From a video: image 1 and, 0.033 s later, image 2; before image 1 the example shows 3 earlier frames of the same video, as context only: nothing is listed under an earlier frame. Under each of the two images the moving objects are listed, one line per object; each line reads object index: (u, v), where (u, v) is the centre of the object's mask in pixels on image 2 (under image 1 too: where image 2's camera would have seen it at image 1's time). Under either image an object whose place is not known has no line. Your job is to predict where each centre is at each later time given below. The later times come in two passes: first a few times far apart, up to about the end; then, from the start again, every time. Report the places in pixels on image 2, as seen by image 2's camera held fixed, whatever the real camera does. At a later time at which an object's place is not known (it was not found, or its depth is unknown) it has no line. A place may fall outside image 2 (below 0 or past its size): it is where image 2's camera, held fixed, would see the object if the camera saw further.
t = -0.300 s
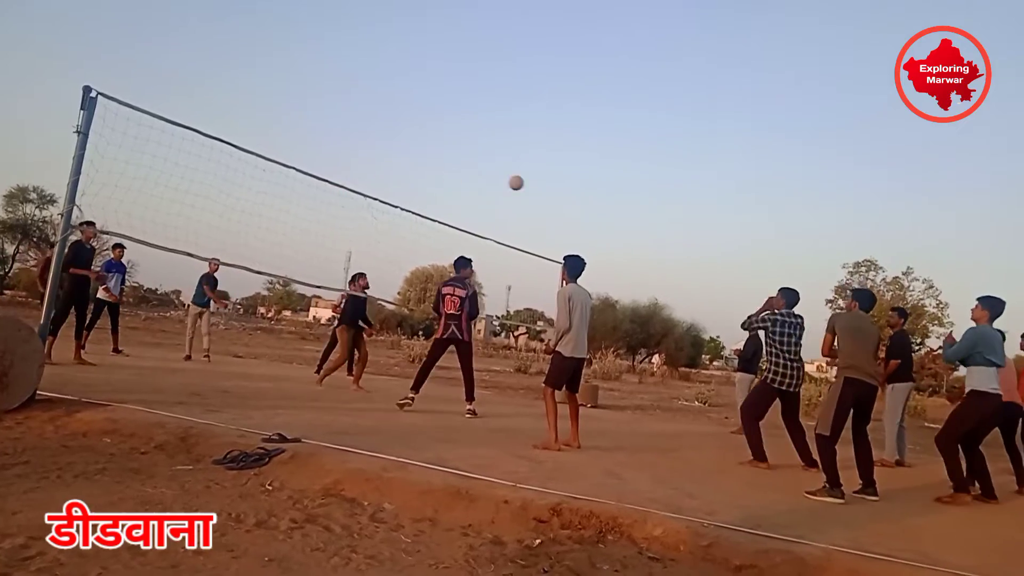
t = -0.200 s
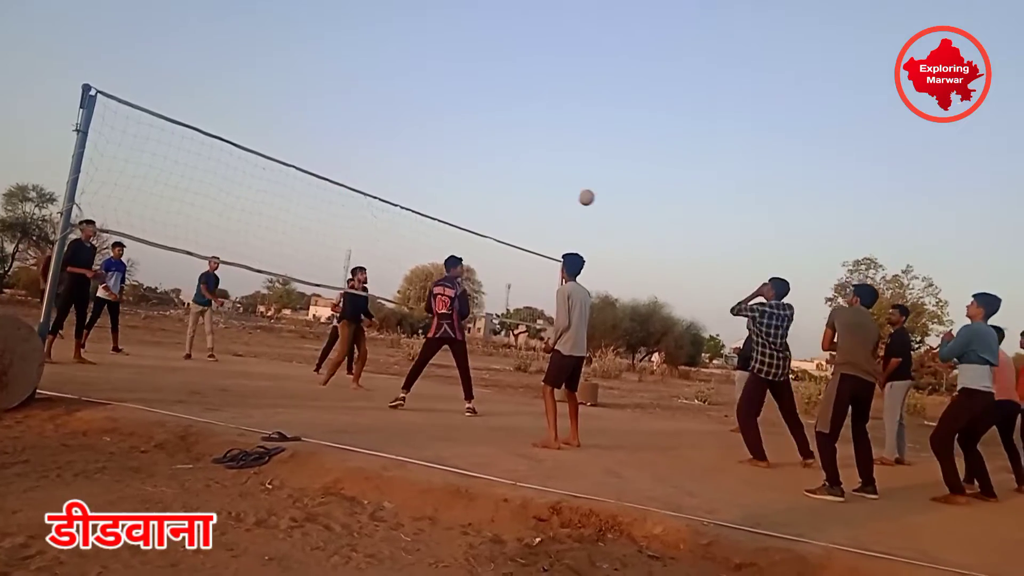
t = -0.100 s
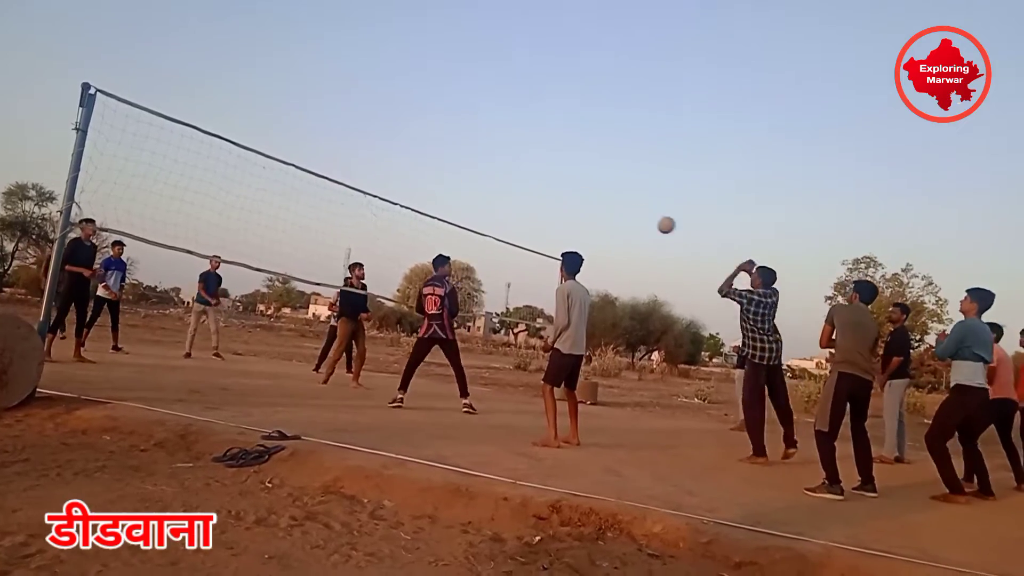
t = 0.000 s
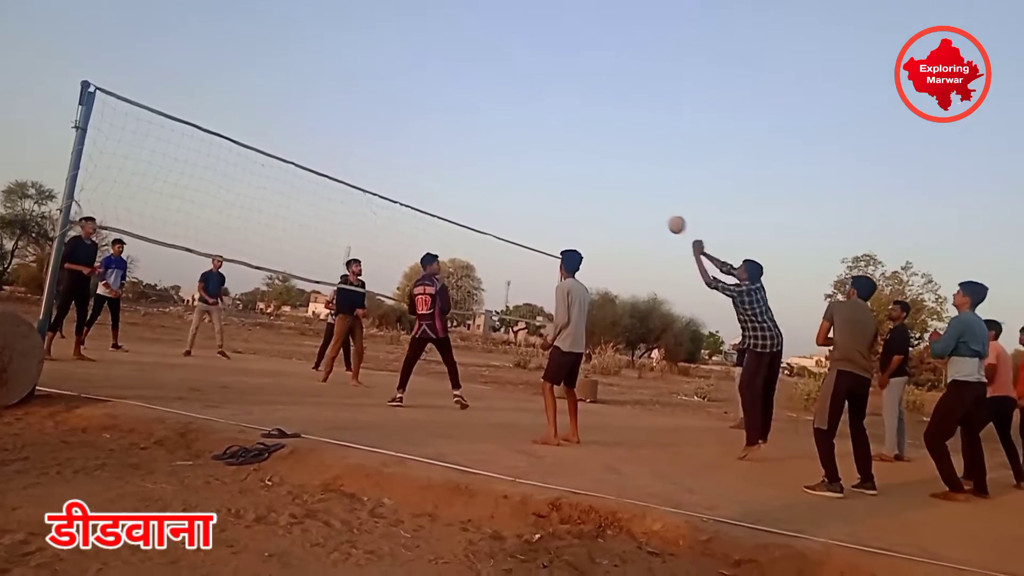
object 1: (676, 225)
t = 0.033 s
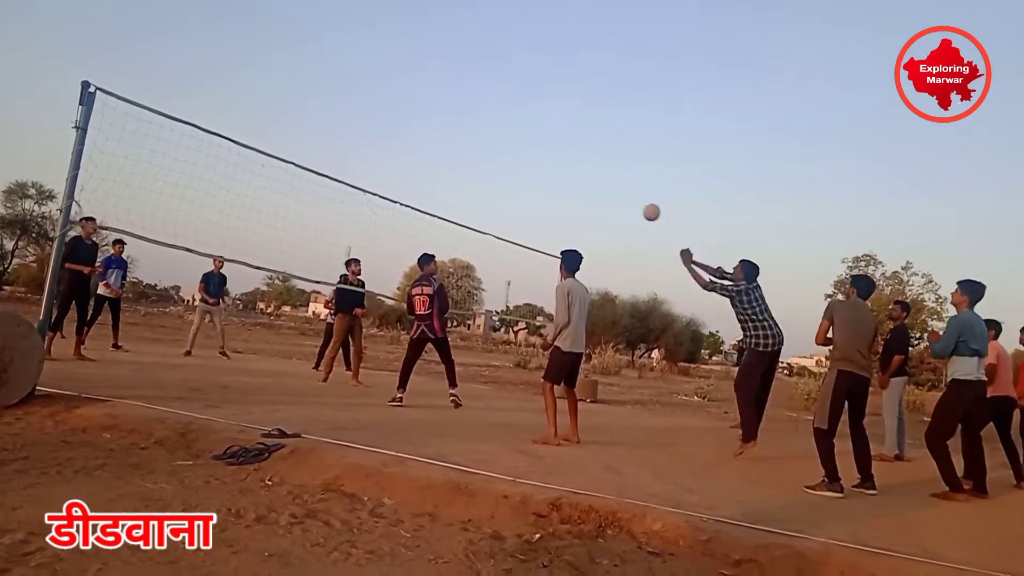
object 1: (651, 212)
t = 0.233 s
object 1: (532, 171)
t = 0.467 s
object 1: (434, 172)
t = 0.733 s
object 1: (353, 212)
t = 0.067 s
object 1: (628, 202)
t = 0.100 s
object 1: (607, 193)
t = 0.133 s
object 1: (586, 185)
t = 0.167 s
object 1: (567, 179)
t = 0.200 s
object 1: (549, 175)
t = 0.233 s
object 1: (532, 171)
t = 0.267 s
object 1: (516, 169)
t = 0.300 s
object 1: (500, 167)
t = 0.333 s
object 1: (486, 167)
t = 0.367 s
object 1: (472, 167)
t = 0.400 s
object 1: (458, 167)
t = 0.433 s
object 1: (446, 169)
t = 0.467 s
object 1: (434, 172)
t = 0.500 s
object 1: (422, 175)
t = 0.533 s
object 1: (411, 178)
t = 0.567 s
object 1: (401, 183)
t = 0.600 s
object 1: (390, 188)
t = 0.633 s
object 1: (380, 192)
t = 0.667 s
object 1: (371, 199)
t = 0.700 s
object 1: (362, 205)
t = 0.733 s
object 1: (353, 212)
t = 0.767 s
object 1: (344, 219)
